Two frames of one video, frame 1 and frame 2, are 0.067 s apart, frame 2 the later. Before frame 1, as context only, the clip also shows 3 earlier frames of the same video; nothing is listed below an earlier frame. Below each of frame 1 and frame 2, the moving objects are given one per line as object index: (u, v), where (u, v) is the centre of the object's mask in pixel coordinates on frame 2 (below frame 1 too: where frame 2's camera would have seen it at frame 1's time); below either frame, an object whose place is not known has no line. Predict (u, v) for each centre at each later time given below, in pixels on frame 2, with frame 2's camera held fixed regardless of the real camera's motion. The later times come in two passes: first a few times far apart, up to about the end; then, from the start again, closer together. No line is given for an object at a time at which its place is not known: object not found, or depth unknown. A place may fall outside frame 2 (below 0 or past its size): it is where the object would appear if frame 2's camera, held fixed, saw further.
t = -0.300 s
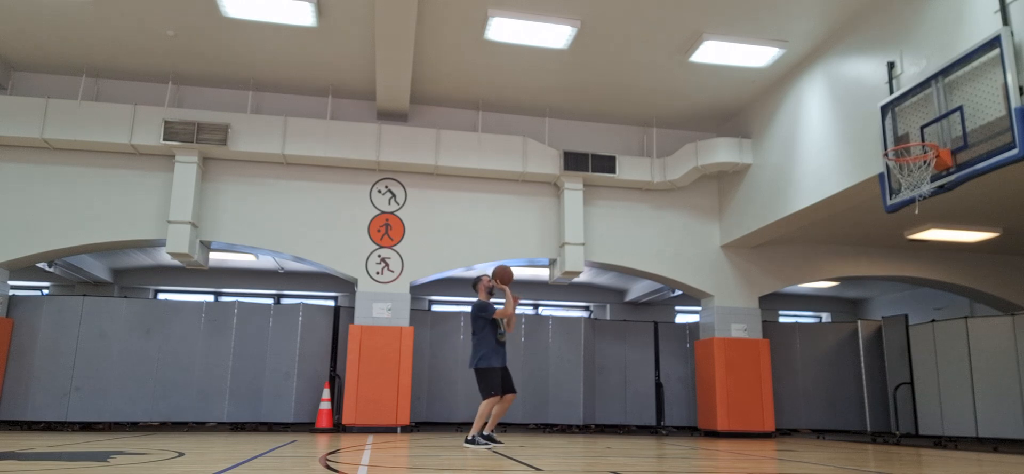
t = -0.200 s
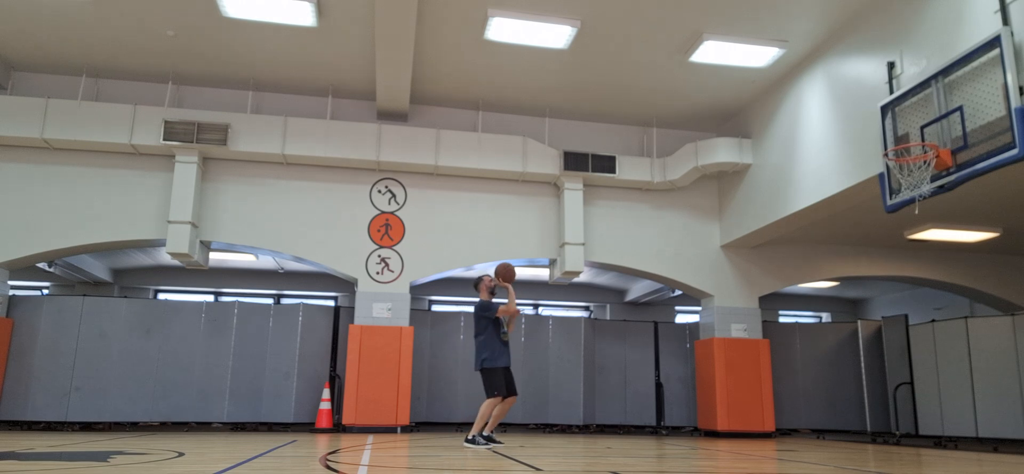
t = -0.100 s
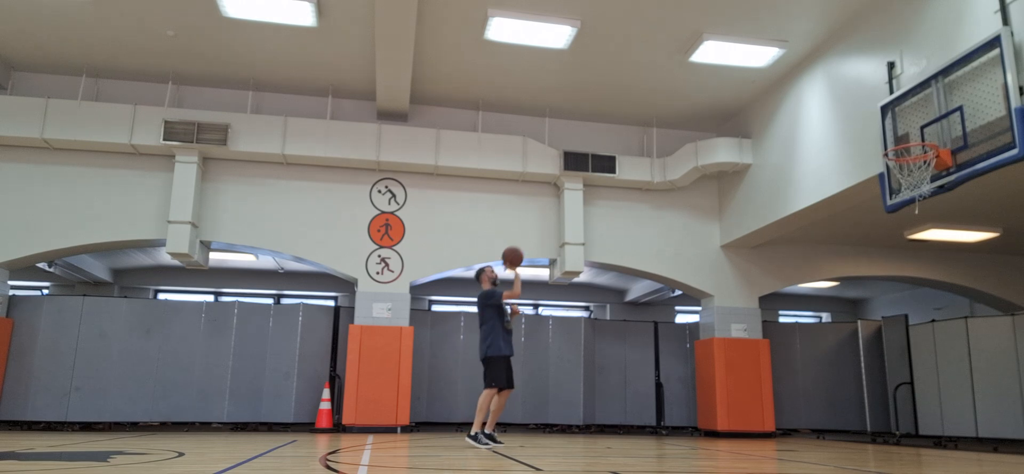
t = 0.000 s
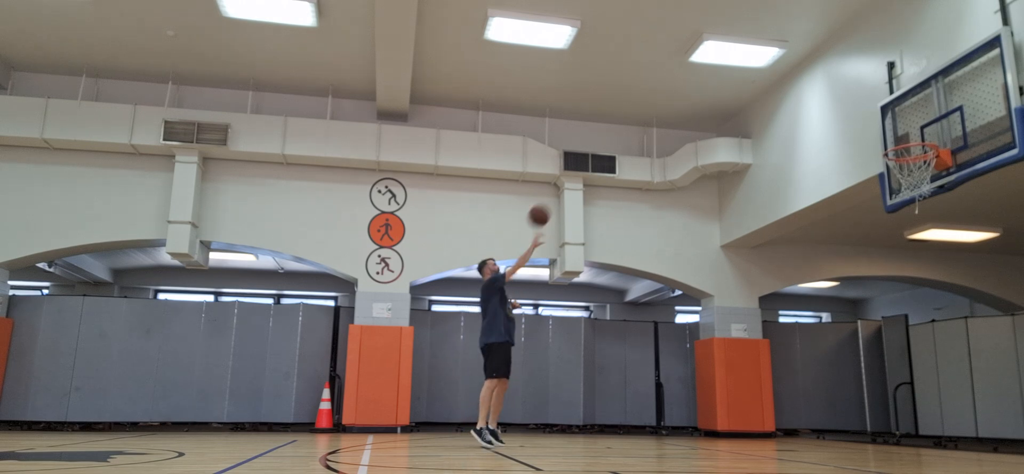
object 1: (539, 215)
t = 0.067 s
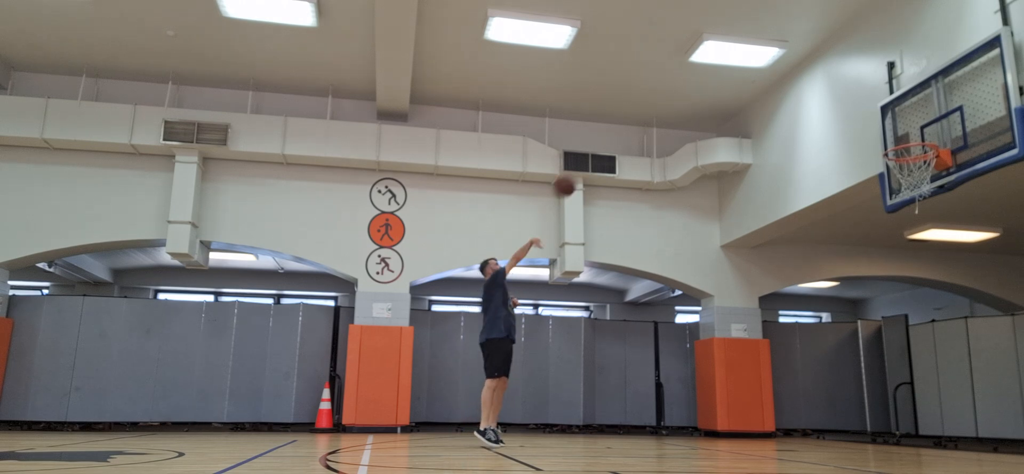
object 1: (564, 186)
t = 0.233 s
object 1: (629, 128)
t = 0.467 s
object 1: (718, 90)
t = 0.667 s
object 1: (795, 92)
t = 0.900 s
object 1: (892, 138)
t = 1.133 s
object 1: (938, 202)
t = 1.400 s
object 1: (961, 316)
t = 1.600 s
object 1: (983, 451)
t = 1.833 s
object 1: (923, 336)
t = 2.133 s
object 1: (857, 283)
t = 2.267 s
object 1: (832, 289)
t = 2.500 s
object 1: (790, 345)
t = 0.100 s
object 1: (578, 171)
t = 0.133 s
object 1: (591, 160)
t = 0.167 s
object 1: (604, 148)
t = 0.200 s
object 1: (617, 138)
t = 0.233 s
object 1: (629, 128)
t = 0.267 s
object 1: (642, 120)
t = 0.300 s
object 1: (655, 113)
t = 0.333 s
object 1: (667, 106)
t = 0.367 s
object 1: (680, 101)
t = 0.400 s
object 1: (693, 96)
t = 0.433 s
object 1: (705, 93)
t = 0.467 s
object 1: (718, 90)
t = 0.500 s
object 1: (731, 88)
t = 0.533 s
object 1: (744, 87)
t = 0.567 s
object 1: (757, 87)
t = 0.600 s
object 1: (770, 88)
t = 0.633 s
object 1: (782, 89)
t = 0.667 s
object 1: (795, 92)
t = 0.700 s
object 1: (809, 96)
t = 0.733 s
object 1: (823, 101)
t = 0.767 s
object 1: (836, 106)
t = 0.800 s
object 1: (850, 113)
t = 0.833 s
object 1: (864, 120)
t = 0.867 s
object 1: (878, 129)
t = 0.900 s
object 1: (892, 138)
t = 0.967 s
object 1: (917, 157)
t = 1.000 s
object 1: (932, 170)
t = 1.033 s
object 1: (931, 183)
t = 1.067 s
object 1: (934, 185)
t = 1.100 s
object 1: (936, 194)
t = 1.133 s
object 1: (938, 202)
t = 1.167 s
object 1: (940, 212)
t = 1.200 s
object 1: (942, 222)
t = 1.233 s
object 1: (945, 237)
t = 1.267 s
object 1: (947, 251)
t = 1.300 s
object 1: (951, 264)
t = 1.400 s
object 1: (961, 316)
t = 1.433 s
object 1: (964, 337)
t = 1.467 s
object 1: (968, 358)
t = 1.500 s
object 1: (972, 381)
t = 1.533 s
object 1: (977, 406)
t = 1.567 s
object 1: (981, 431)
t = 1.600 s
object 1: (983, 451)
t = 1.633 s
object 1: (975, 433)
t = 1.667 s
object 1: (965, 412)
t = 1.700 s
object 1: (957, 394)
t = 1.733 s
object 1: (949, 378)
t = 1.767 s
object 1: (940, 363)
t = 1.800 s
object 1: (932, 349)
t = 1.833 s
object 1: (923, 336)
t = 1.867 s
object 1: (915, 325)
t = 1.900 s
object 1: (907, 315)
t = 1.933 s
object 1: (899, 306)
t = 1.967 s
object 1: (892, 299)
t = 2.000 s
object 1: (884, 293)
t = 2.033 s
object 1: (877, 289)
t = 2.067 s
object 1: (871, 286)
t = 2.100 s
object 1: (864, 284)
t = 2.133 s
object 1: (857, 283)
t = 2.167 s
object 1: (851, 283)
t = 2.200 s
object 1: (844, 284)
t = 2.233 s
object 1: (838, 286)
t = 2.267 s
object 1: (832, 289)
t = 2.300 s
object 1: (825, 294)
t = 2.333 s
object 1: (819, 299)
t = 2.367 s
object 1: (813, 305)
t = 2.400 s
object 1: (807, 314)
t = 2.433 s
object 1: (801, 325)
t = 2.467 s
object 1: (796, 334)
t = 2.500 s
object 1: (790, 345)
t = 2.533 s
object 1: (785, 358)
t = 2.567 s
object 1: (780, 371)
